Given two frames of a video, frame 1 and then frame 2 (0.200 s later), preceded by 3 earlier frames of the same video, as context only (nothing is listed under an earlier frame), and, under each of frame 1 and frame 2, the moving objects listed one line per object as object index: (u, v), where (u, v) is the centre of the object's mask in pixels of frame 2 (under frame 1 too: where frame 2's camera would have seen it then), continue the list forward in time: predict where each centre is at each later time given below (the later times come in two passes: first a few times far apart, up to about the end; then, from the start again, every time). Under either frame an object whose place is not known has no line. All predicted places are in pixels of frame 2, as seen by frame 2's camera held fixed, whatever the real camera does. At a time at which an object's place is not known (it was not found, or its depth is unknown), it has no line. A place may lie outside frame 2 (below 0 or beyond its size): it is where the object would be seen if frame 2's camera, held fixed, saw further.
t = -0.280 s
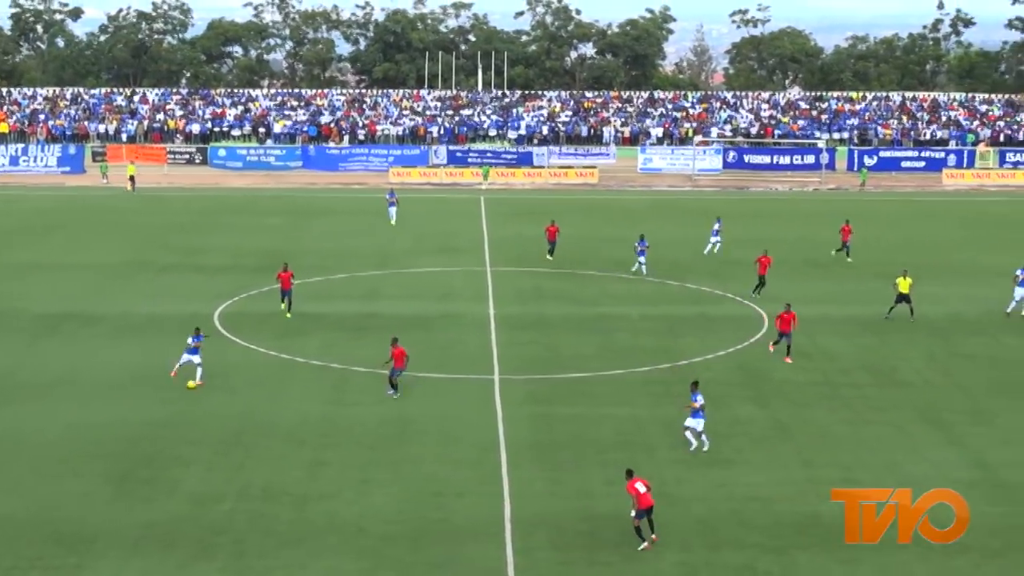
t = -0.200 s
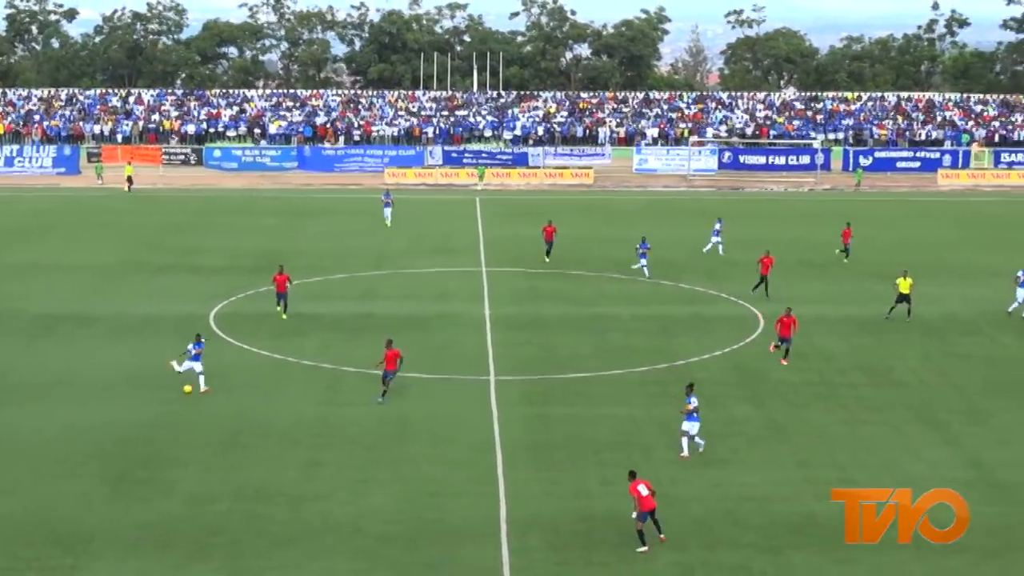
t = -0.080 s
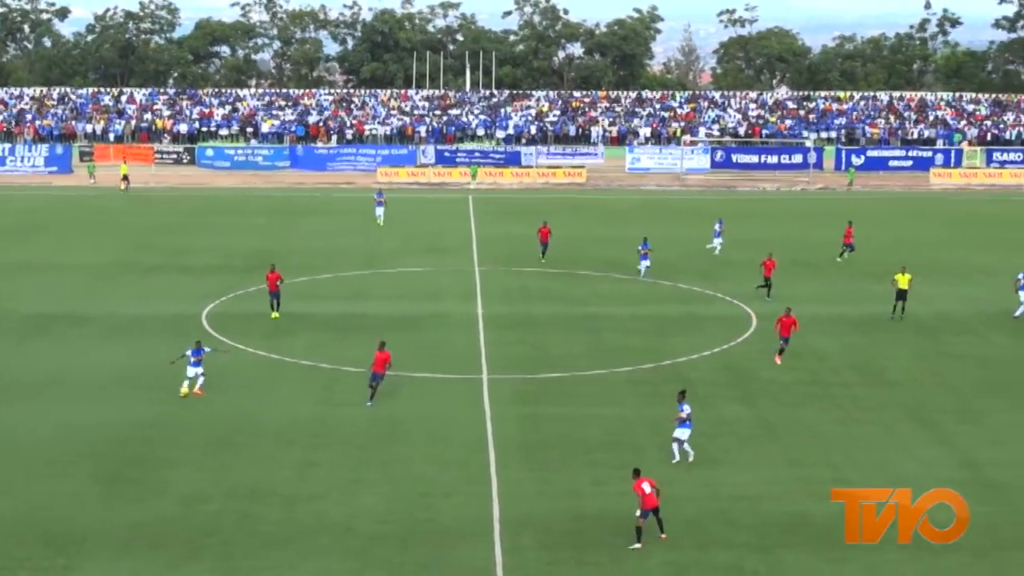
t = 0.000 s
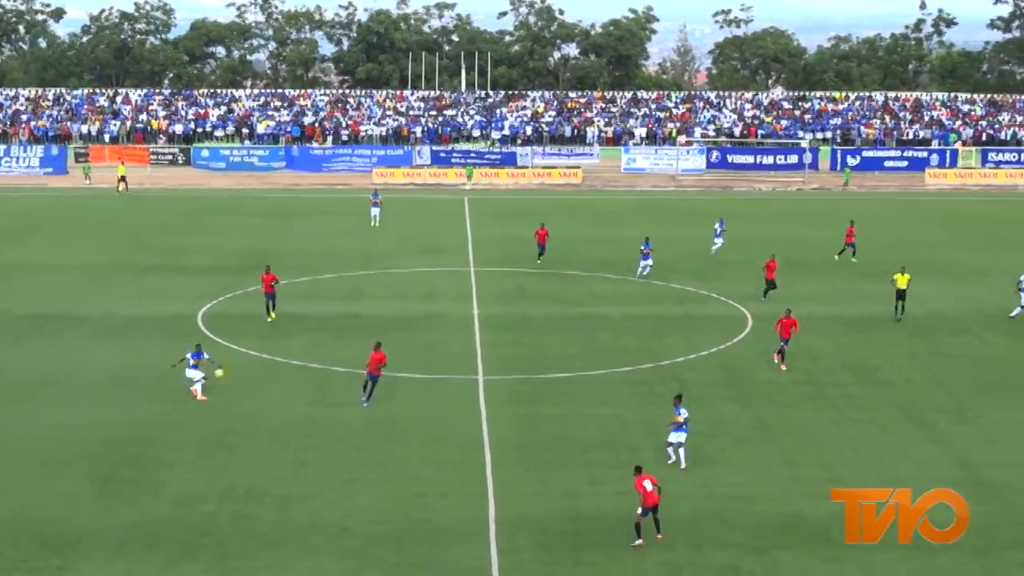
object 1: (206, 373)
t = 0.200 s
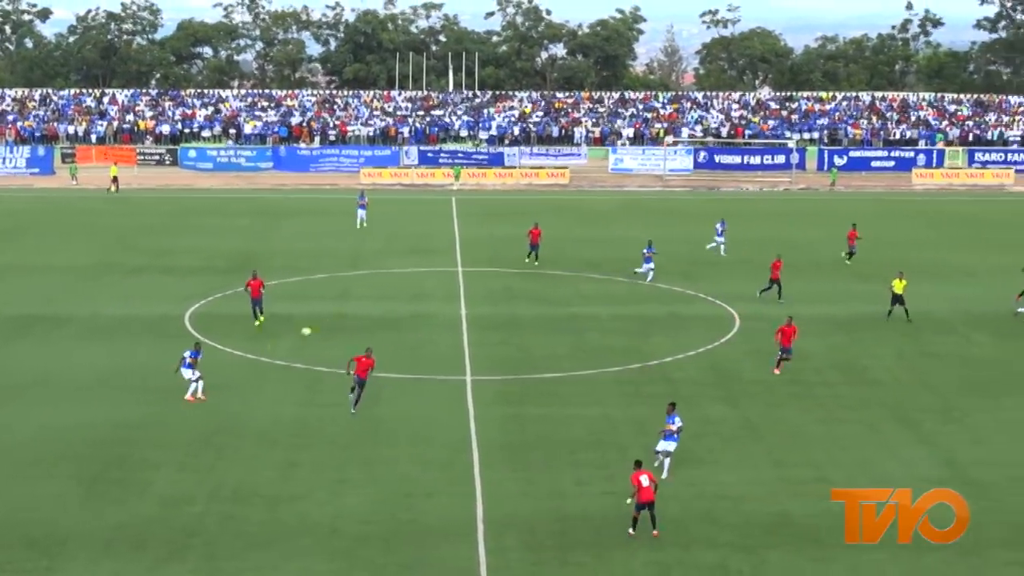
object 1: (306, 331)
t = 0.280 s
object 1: (346, 316)
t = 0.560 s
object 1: (490, 274)
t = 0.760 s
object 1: (596, 256)
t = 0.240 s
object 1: (326, 324)
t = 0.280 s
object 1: (346, 316)
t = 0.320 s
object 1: (366, 309)
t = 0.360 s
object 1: (387, 302)
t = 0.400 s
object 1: (407, 296)
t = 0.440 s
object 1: (427, 290)
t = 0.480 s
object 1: (447, 284)
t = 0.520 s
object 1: (468, 278)
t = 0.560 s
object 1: (490, 274)
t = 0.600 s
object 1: (510, 269)
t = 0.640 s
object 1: (532, 265)
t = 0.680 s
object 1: (553, 261)
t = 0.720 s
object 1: (575, 259)
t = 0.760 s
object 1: (596, 256)
